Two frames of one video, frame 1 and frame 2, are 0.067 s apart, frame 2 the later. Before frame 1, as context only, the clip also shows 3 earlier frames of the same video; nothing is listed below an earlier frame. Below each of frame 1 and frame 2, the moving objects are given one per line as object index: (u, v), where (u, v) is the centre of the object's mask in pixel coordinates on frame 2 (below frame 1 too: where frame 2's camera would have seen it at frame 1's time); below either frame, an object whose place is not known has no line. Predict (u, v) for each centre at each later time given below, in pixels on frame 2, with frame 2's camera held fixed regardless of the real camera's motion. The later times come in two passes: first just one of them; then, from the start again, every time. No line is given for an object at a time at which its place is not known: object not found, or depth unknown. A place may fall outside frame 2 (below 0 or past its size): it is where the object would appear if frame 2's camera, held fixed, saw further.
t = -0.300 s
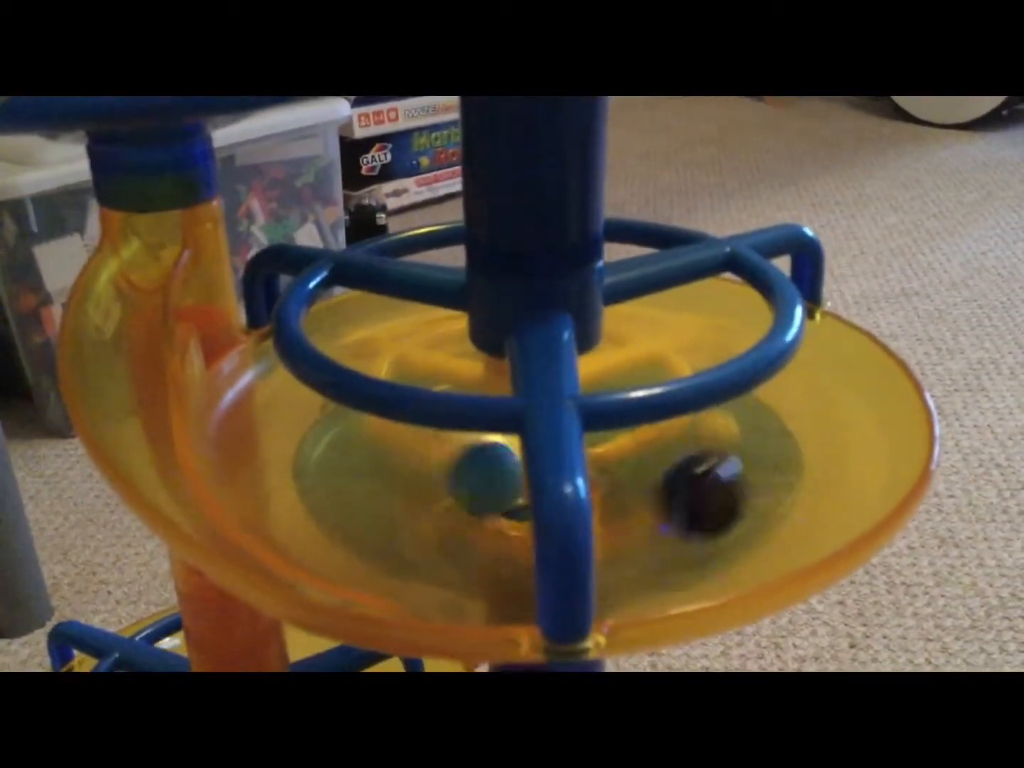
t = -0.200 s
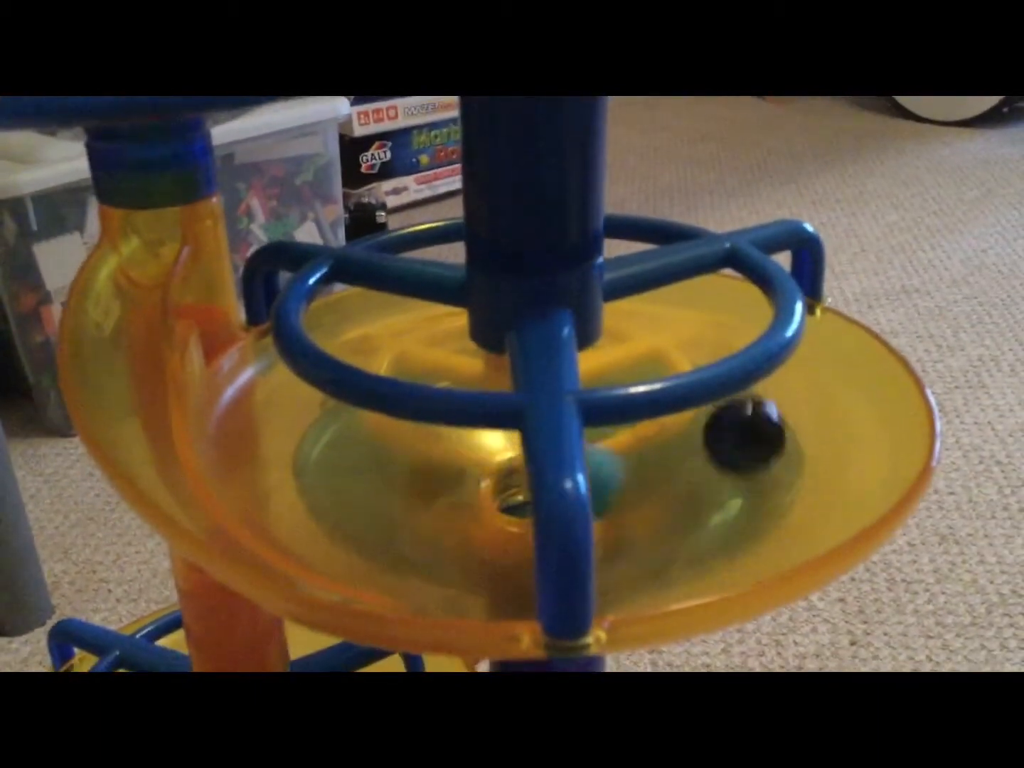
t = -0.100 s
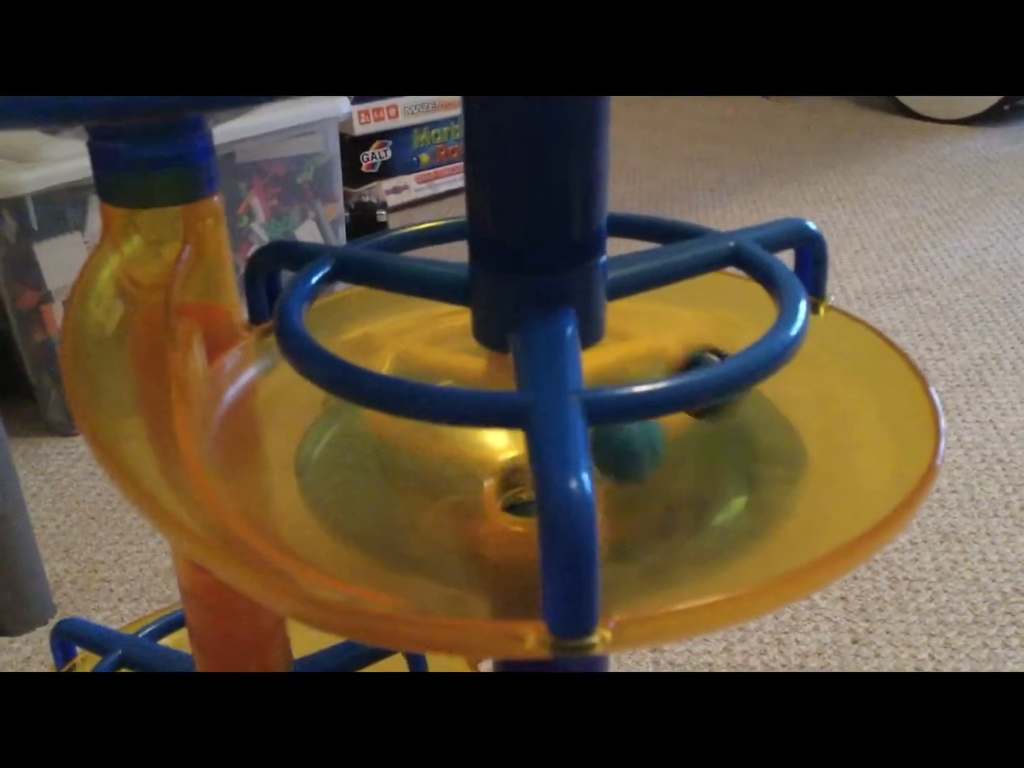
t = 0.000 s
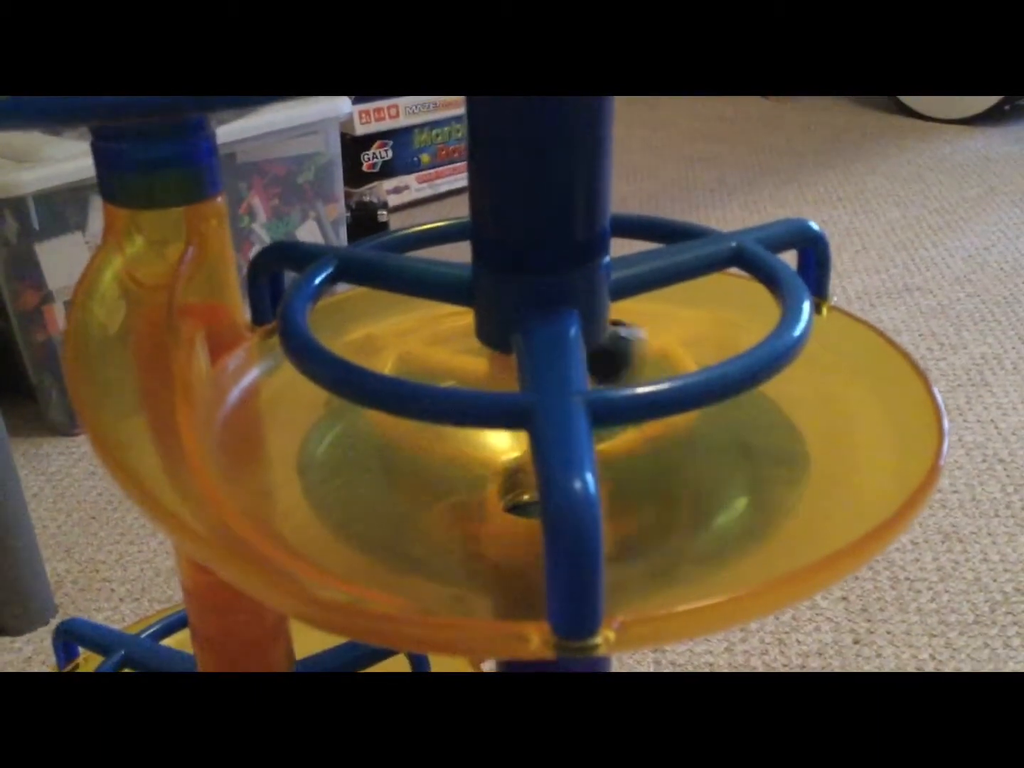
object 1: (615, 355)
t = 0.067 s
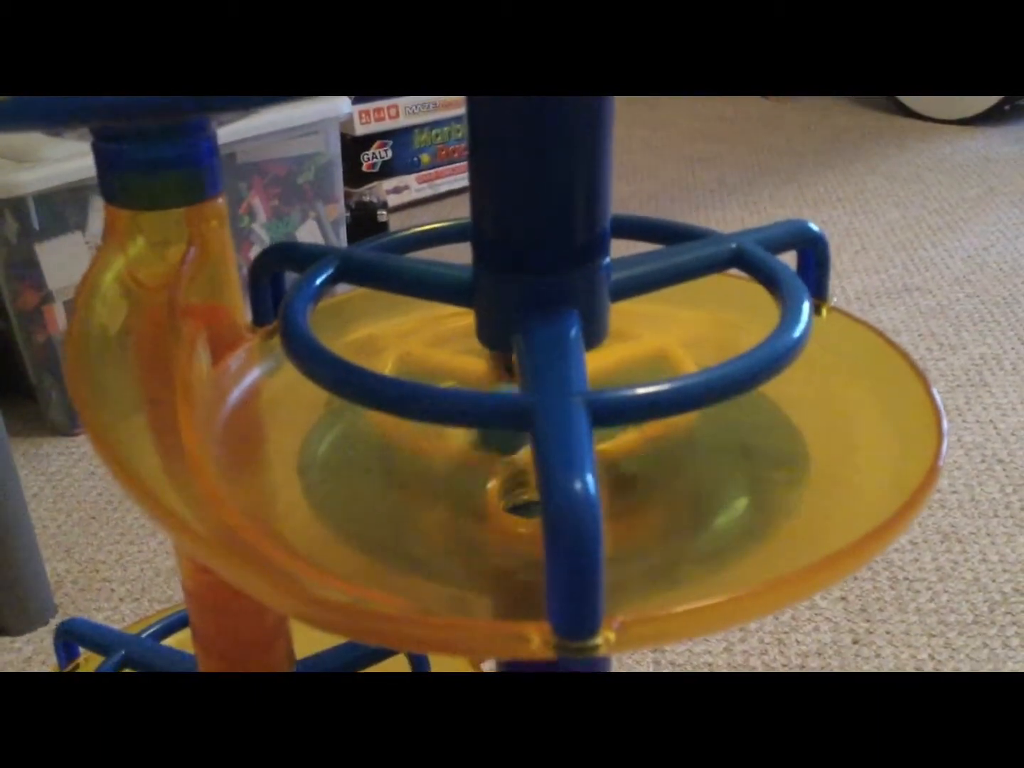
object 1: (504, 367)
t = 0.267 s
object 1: (379, 435)
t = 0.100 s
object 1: (483, 362)
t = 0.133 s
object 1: (453, 359)
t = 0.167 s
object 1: (425, 362)
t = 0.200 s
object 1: (404, 366)
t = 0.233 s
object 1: (379, 424)
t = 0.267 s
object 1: (379, 435)
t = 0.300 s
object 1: (388, 451)
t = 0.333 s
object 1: (411, 471)
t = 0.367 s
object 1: (445, 488)
